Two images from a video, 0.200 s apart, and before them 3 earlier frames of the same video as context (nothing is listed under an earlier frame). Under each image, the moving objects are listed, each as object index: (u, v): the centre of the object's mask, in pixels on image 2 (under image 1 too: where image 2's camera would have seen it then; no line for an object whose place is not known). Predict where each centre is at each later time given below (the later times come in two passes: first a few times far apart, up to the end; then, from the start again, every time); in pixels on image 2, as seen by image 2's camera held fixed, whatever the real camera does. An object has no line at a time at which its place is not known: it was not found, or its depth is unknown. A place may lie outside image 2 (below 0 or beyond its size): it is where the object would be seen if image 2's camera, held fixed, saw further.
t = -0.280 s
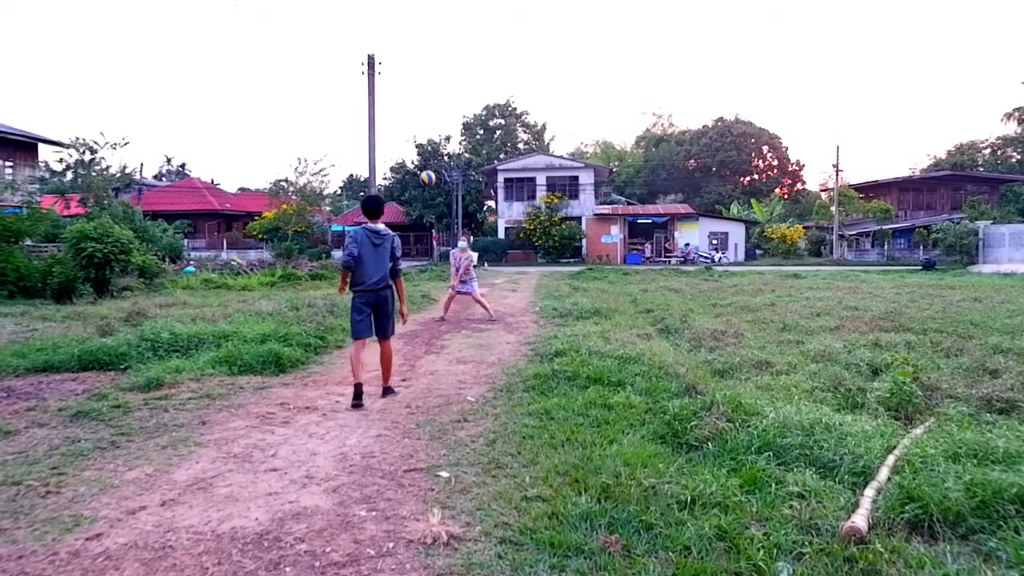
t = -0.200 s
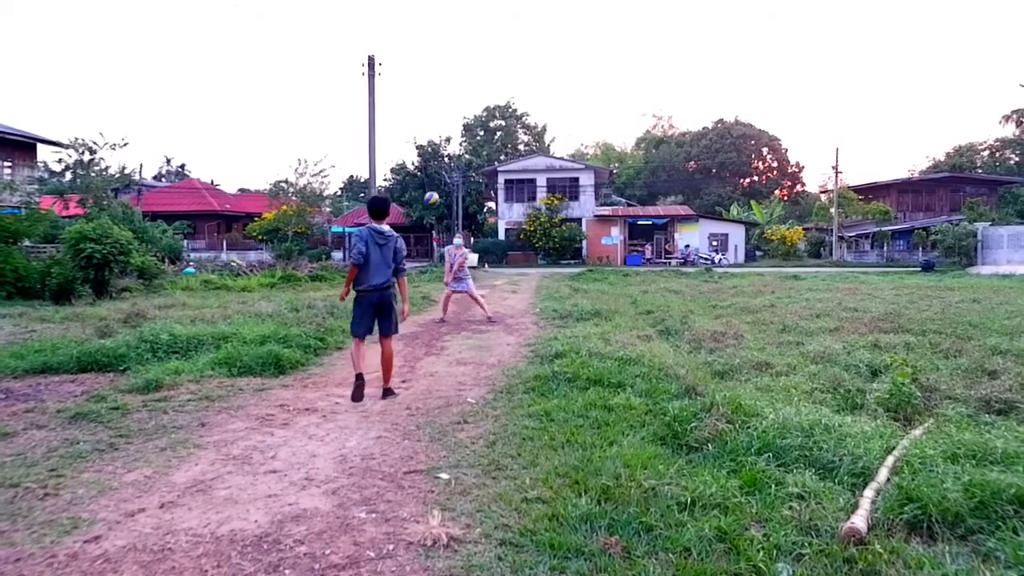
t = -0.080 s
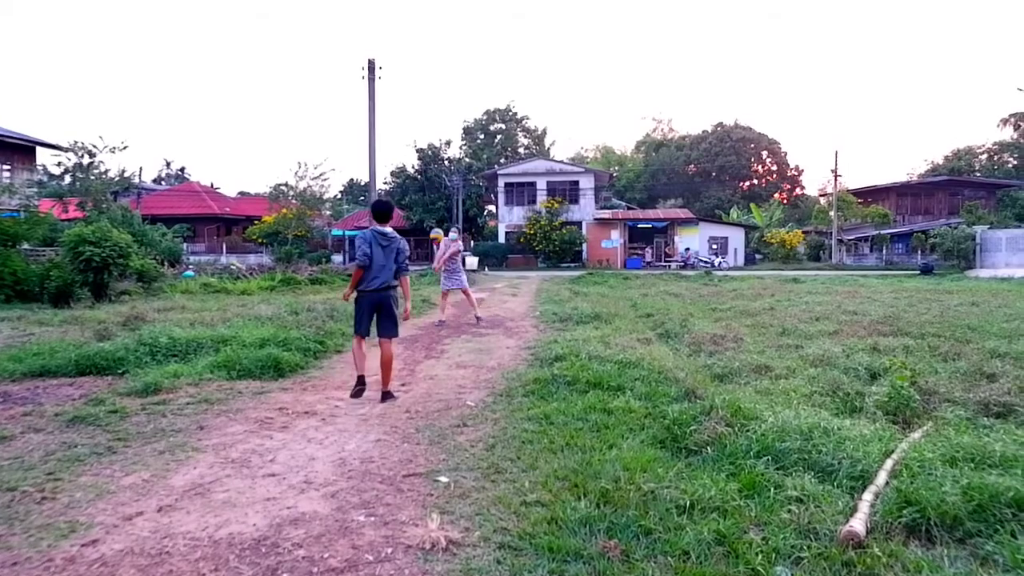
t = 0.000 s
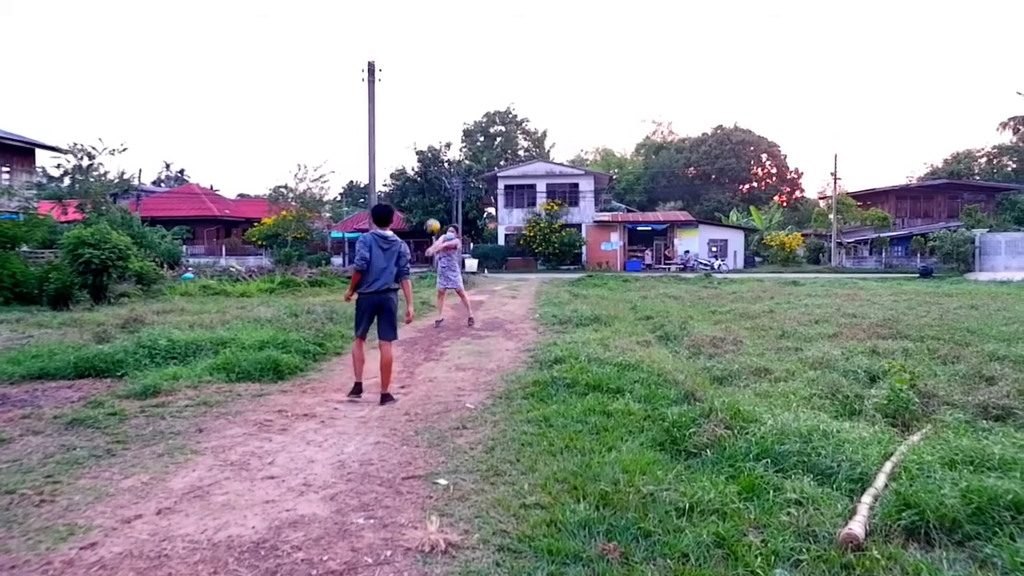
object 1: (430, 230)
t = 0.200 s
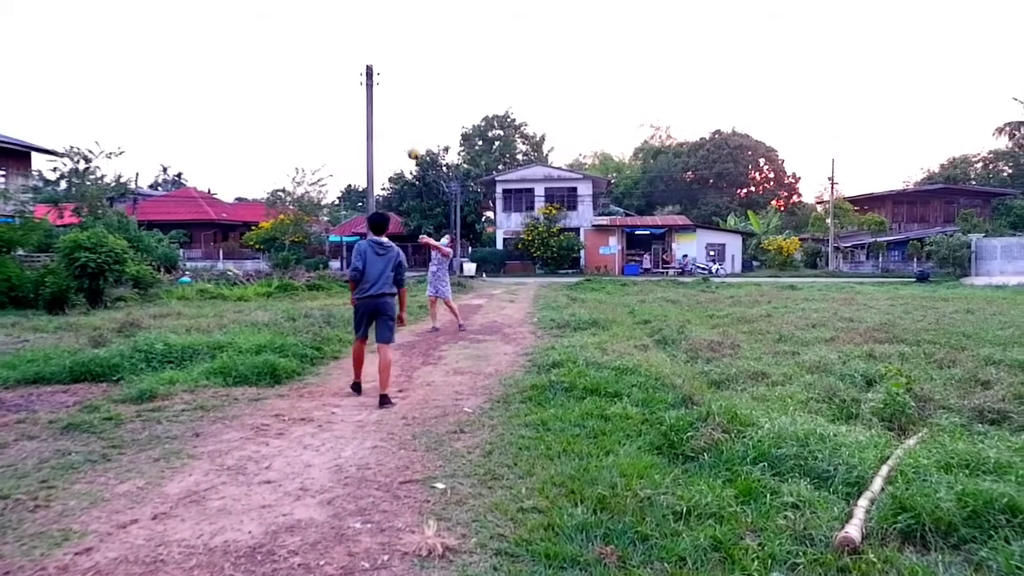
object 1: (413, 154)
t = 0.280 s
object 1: (407, 130)
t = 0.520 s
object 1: (385, 82)
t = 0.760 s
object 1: (364, 78)
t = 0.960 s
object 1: (341, 107)
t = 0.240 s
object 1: (410, 142)
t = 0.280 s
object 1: (407, 130)
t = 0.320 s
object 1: (403, 119)
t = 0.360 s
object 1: (400, 109)
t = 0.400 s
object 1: (397, 101)
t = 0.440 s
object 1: (393, 94)
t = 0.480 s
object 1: (389, 87)
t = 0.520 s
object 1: (385, 82)
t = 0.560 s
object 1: (382, 79)
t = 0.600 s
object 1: (378, 76)
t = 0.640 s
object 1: (374, 74)
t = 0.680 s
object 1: (370, 73)
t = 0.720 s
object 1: (366, 75)
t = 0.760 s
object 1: (364, 78)
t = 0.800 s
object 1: (360, 80)
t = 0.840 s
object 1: (354, 84)
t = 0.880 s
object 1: (350, 91)
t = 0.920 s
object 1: (346, 98)
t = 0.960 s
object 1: (341, 107)
